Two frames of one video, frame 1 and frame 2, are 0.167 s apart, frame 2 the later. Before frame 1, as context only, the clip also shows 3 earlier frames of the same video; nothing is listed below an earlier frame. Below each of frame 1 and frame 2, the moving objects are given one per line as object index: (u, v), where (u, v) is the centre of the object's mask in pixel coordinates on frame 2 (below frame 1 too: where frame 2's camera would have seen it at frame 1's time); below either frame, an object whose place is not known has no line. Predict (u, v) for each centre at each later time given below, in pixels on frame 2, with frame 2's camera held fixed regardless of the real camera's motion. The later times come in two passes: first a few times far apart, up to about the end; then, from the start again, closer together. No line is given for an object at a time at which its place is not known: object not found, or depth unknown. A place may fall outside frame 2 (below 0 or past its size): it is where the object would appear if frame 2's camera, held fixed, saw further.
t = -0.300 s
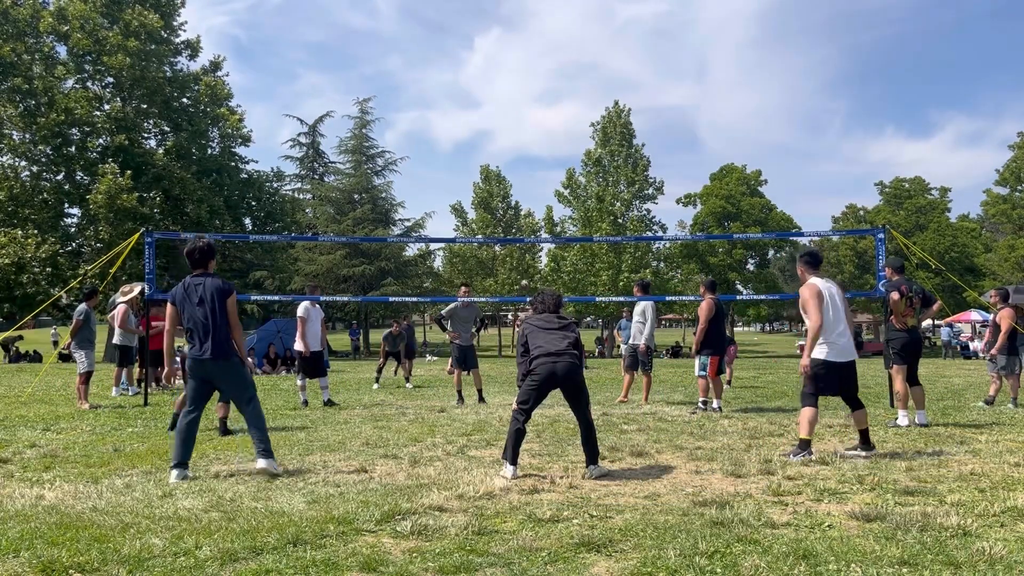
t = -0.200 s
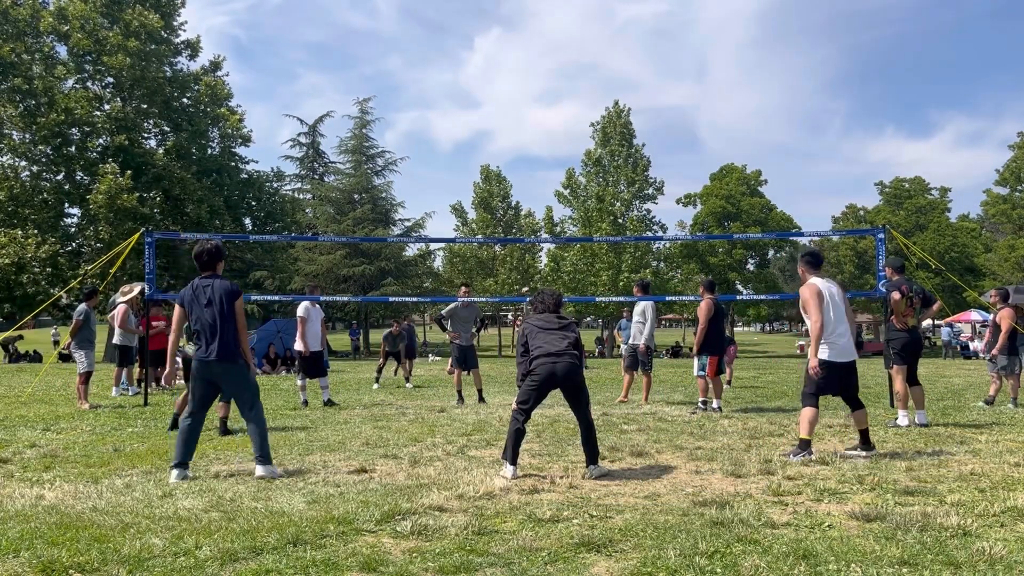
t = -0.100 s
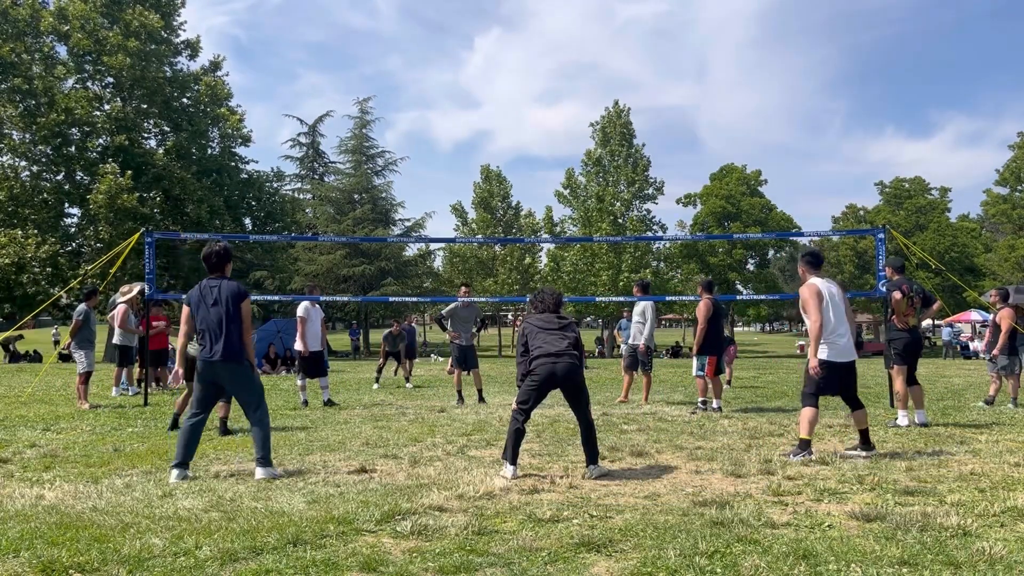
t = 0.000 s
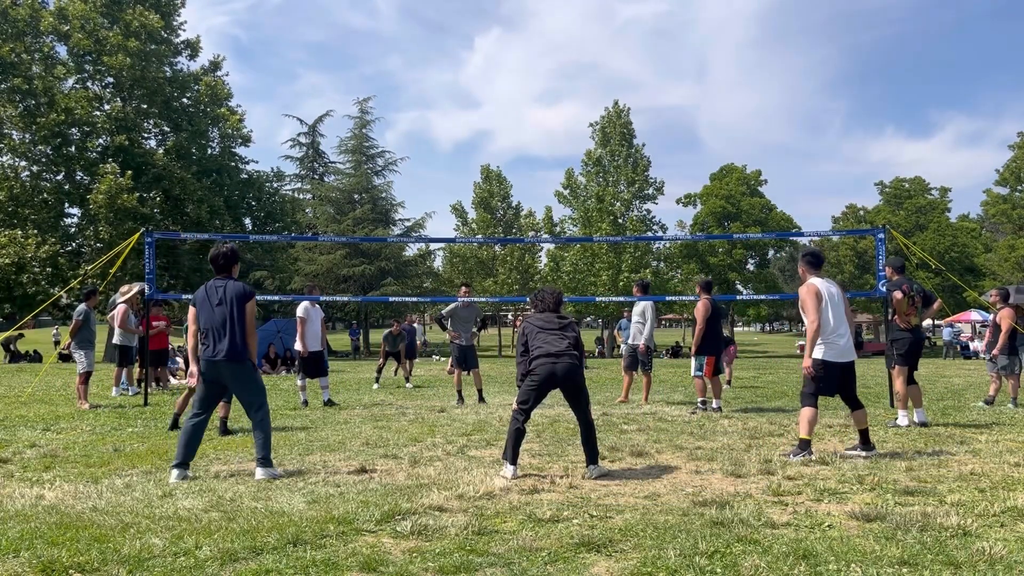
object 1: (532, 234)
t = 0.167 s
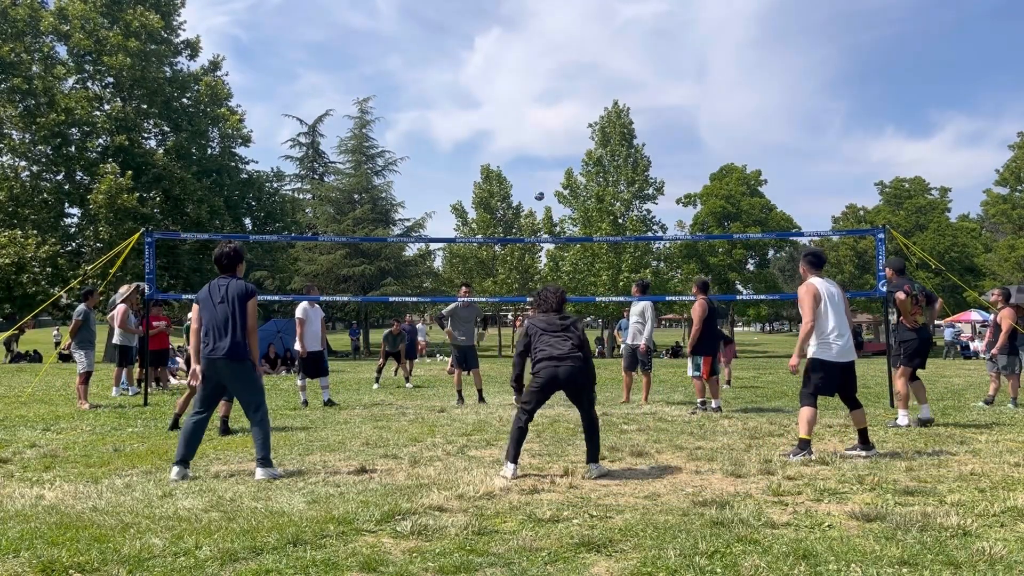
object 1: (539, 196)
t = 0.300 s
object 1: (545, 167)
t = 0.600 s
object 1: (569, 124)
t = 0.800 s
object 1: (591, 120)
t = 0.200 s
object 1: (540, 188)
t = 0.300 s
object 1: (545, 167)
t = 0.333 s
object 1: (548, 159)
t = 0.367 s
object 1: (550, 154)
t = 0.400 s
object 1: (553, 149)
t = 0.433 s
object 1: (555, 143)
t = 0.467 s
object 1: (558, 138)
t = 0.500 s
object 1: (561, 134)
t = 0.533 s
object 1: (563, 130)
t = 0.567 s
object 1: (566, 127)
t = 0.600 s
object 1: (569, 124)
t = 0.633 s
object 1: (572, 122)
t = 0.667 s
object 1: (576, 120)
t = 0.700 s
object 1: (579, 119)
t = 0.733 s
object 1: (583, 118)
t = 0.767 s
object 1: (587, 119)
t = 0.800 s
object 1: (591, 120)
